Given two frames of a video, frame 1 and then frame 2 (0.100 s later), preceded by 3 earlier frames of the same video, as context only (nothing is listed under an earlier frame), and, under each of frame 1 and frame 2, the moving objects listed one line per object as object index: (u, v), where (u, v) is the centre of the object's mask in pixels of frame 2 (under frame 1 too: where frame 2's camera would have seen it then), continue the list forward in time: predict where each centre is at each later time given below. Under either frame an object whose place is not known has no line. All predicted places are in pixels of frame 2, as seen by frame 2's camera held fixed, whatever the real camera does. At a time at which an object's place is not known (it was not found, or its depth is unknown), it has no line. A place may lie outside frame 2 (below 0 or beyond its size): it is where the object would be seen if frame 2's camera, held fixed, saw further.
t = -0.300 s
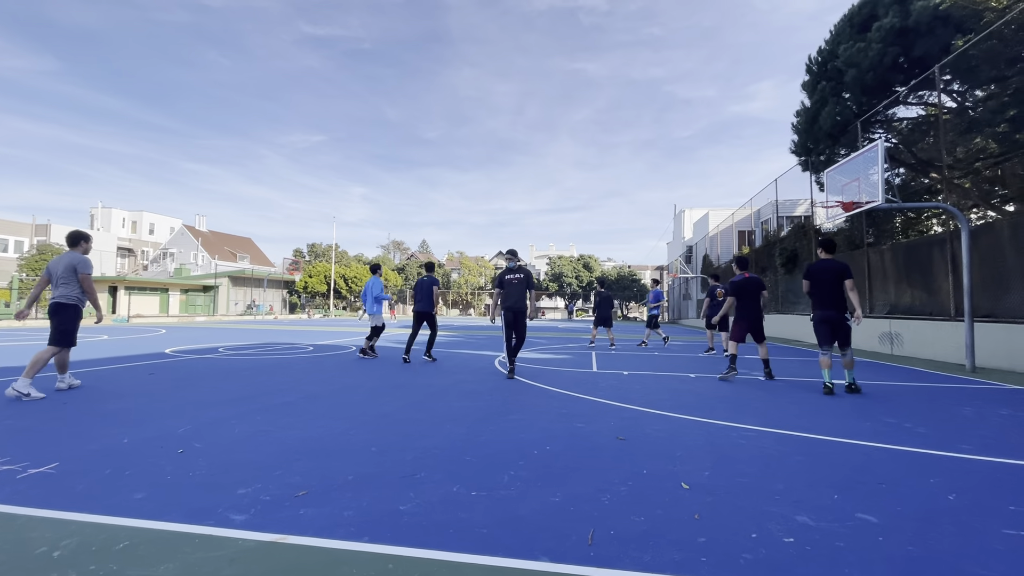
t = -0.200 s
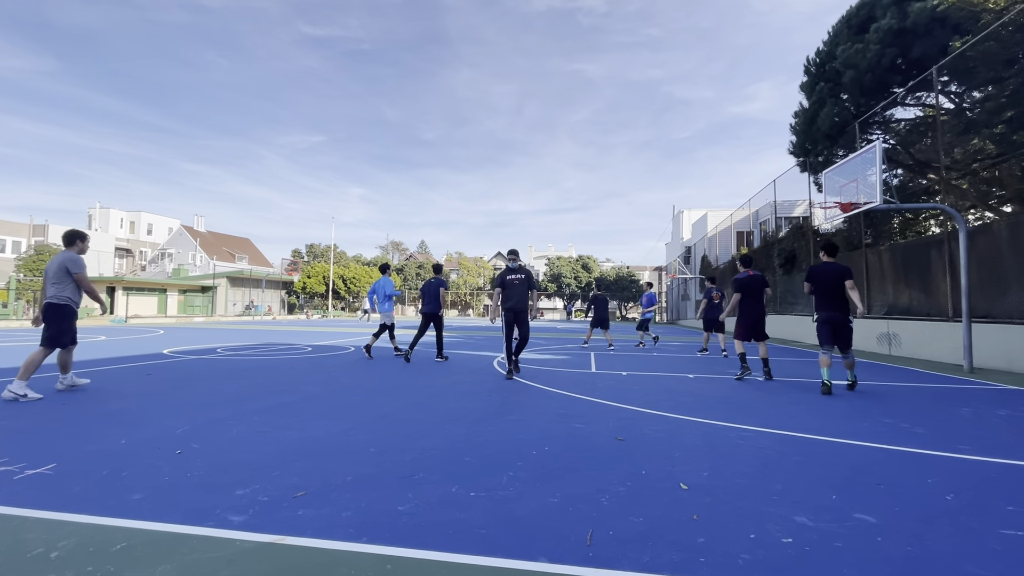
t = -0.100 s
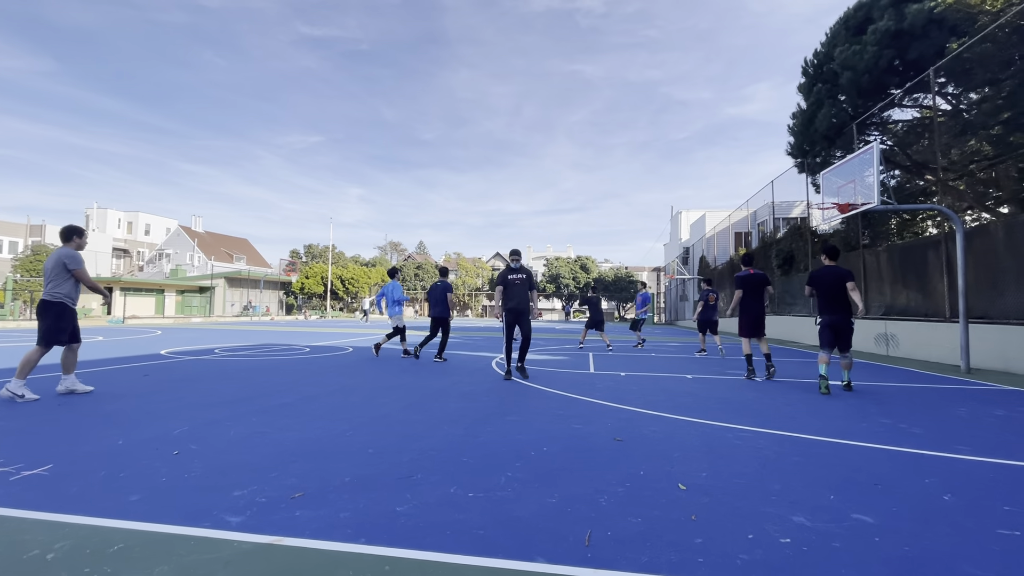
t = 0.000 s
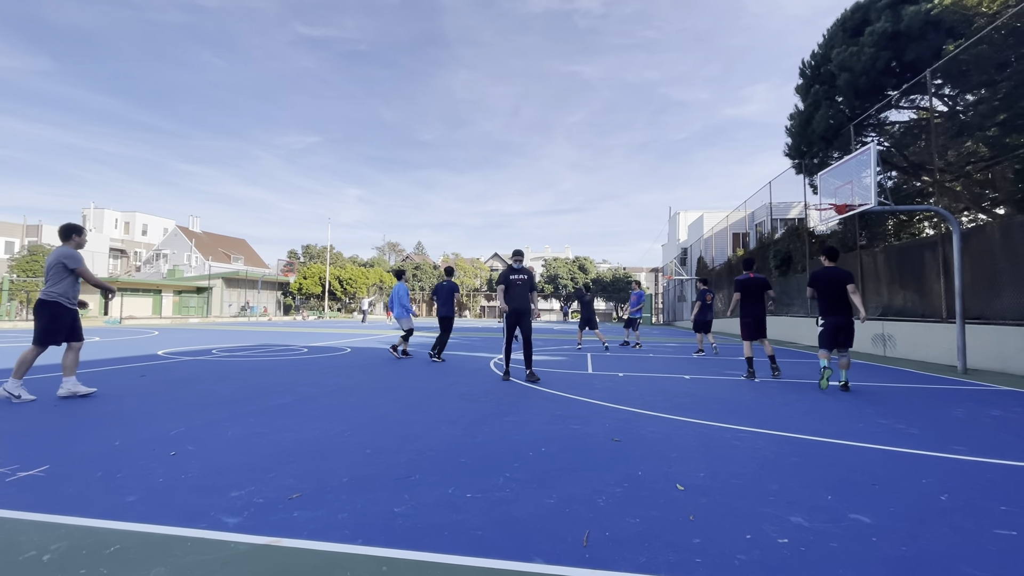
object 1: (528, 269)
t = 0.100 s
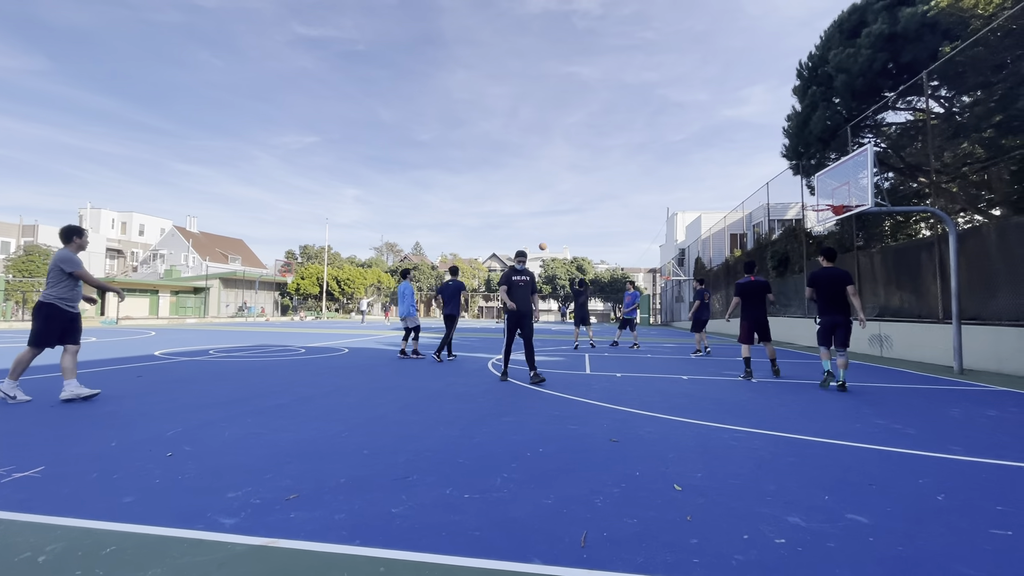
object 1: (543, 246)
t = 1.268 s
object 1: (795, 190)
